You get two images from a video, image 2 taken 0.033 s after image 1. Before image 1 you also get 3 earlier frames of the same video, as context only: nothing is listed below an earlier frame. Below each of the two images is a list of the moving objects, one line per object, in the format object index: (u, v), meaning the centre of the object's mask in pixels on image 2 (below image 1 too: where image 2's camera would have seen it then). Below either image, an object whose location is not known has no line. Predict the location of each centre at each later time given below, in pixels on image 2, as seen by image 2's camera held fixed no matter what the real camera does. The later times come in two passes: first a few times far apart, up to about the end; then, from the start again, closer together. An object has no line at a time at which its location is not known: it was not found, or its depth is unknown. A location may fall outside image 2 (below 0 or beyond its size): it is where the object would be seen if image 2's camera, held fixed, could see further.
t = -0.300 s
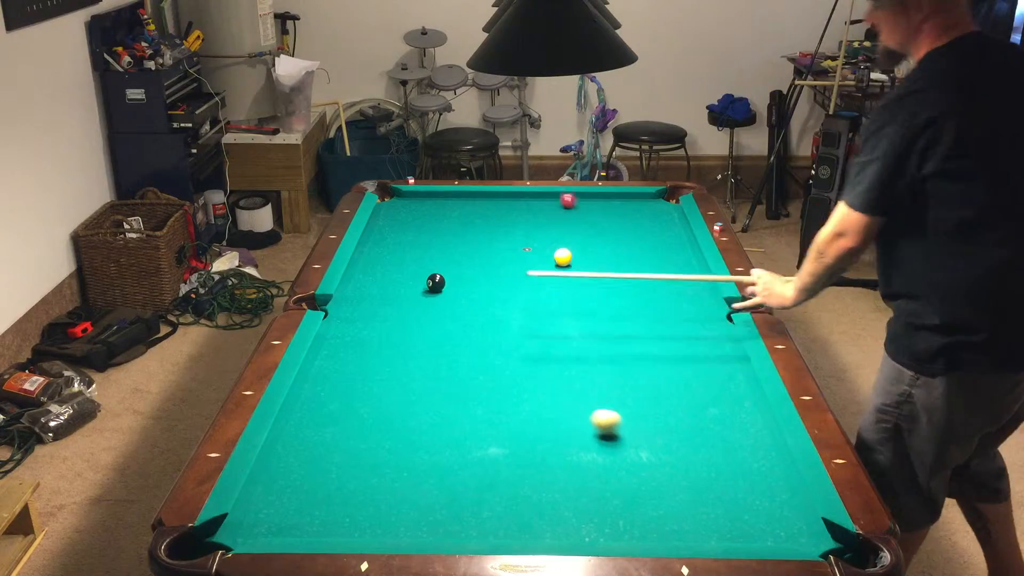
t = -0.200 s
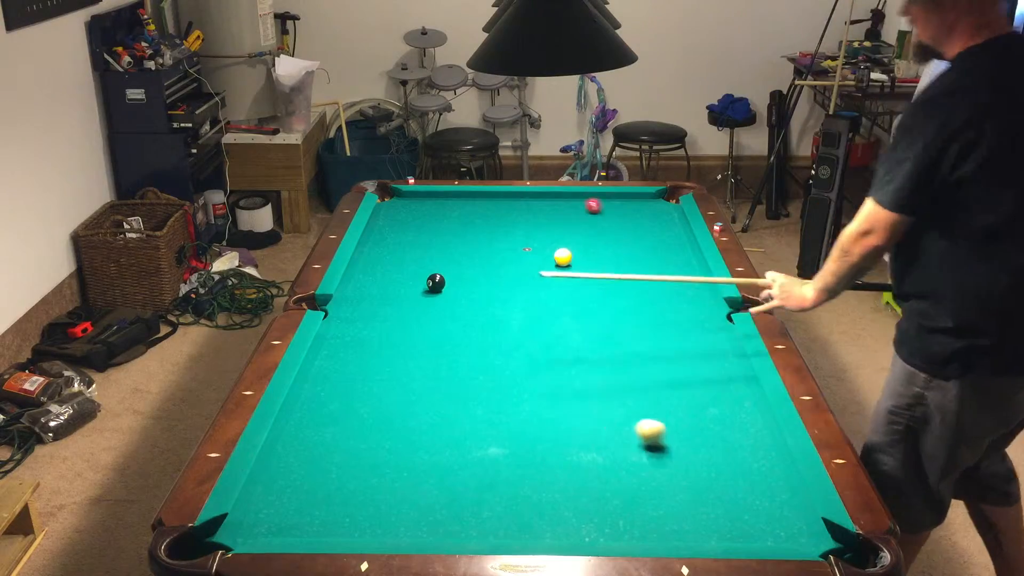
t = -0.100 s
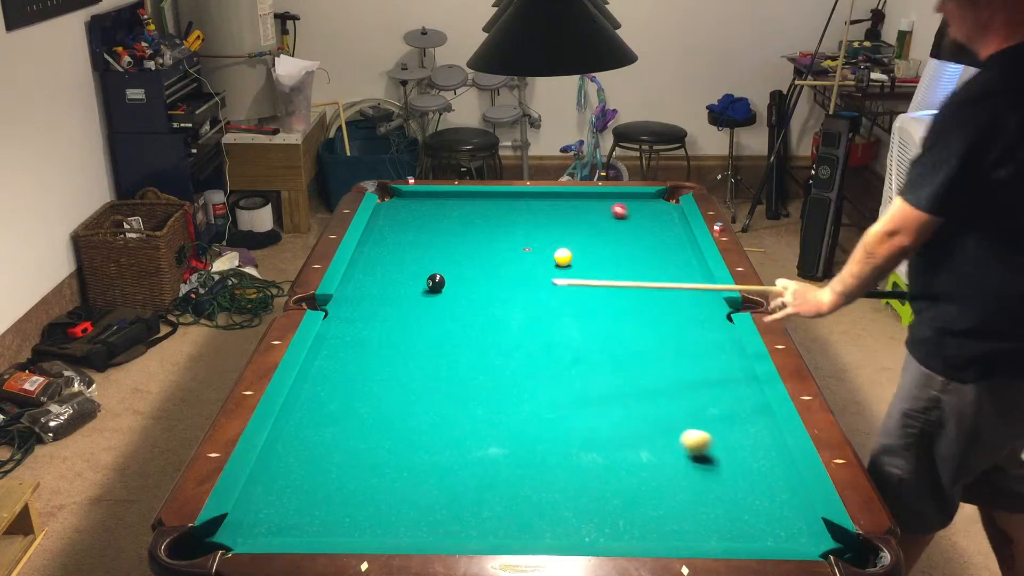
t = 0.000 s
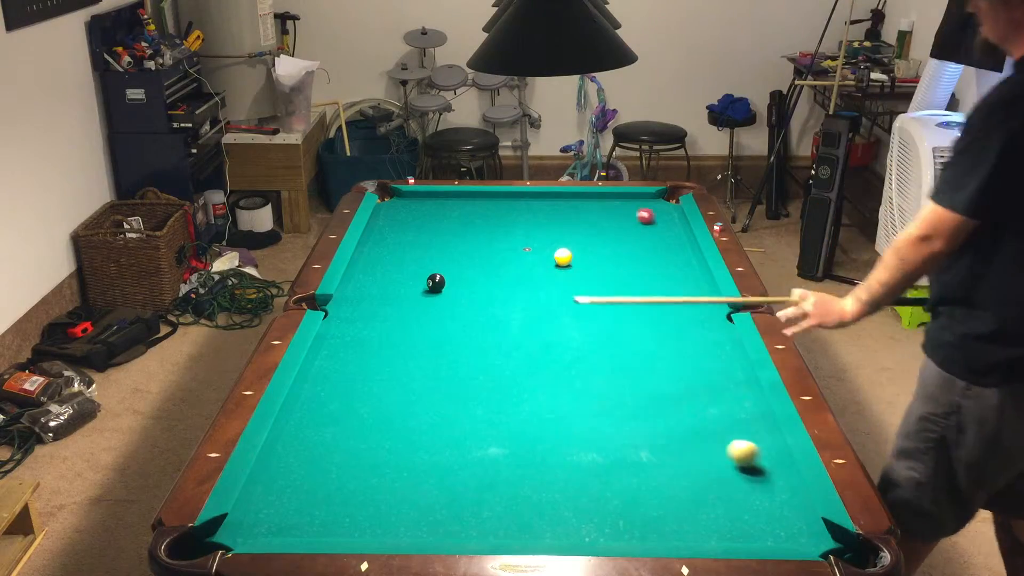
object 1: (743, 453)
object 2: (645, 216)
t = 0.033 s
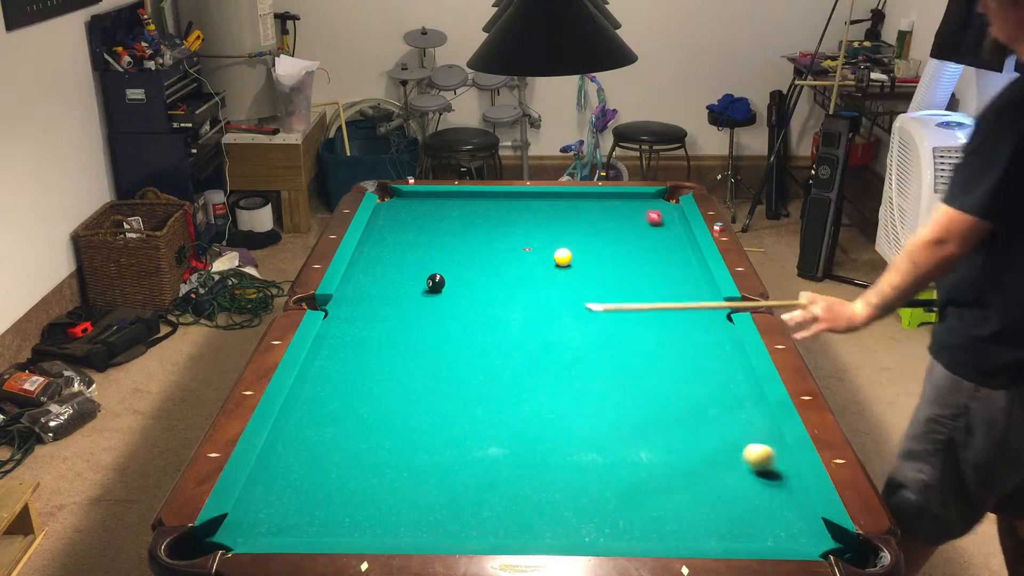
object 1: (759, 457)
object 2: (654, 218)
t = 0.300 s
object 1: (722, 481)
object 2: (658, 233)
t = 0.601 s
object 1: (641, 507)
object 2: (614, 250)
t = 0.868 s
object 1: (567, 528)
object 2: (573, 267)
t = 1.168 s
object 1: (504, 521)
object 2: (524, 286)
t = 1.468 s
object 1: (451, 505)
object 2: (473, 307)
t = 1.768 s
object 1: (405, 490)
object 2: (420, 329)
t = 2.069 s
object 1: (366, 477)
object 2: (364, 351)
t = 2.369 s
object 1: (333, 465)
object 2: (308, 376)
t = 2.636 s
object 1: (308, 456)
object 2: (328, 387)
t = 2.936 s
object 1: (284, 447)
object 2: (350, 400)
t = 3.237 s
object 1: (287, 441)
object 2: (371, 411)
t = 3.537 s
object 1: (302, 437)
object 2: (391, 421)
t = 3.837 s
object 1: (314, 434)
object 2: (410, 430)
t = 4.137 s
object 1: (322, 432)
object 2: (427, 437)
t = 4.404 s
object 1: (328, 431)
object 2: (440, 443)
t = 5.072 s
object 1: (340, 424)
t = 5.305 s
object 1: (331, 430)
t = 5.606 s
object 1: (331, 430)
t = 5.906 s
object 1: (331, 430)
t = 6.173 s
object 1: (331, 430)
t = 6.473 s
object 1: (330, 430)
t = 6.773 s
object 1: (331, 430)
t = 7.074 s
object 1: (330, 430)
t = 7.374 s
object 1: (331, 430)
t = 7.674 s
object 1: (330, 430)
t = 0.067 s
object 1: (775, 461)
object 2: (663, 220)
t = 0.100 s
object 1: (776, 464)
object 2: (672, 222)
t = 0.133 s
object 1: (767, 467)
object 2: (680, 223)
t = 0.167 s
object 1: (758, 470)
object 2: (677, 225)
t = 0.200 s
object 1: (749, 472)
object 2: (672, 227)
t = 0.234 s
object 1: (740, 475)
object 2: (668, 229)
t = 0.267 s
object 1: (731, 478)
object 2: (663, 231)
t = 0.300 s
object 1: (722, 481)
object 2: (658, 233)
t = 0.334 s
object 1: (713, 484)
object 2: (653, 235)
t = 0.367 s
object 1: (705, 487)
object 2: (648, 237)
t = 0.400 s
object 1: (696, 490)
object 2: (644, 238)
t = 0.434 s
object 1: (687, 492)
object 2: (639, 240)
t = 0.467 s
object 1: (678, 495)
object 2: (634, 242)
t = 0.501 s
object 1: (669, 498)
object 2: (629, 244)
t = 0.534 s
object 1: (660, 501)
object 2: (624, 246)
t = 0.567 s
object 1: (650, 504)
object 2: (619, 248)
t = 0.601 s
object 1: (641, 507)
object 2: (614, 250)
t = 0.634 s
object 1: (632, 510)
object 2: (609, 252)
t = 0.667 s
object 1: (623, 513)
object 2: (604, 254)
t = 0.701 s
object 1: (614, 516)
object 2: (599, 256)
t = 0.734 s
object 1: (605, 519)
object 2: (594, 258)
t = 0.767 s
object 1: (596, 522)
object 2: (589, 261)
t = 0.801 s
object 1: (586, 524)
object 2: (583, 263)
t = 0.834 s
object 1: (577, 526)
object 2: (578, 265)
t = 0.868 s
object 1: (567, 528)
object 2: (573, 267)
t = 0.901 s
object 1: (558, 530)
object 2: (567, 269)
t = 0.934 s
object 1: (549, 530)
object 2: (562, 271)
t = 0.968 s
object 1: (543, 529)
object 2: (557, 274)
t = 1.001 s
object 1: (536, 528)
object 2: (551, 276)
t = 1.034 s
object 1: (529, 527)
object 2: (546, 278)
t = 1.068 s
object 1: (523, 526)
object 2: (540, 280)
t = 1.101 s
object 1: (516, 525)
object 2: (535, 282)
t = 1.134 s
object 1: (510, 523)
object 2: (530, 284)
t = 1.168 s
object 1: (504, 521)
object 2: (524, 286)
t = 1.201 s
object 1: (497, 519)
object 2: (519, 288)
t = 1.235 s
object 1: (492, 516)
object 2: (513, 291)
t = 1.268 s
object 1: (486, 515)
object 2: (507, 293)
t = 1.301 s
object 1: (479, 513)
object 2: (502, 295)
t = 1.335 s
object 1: (474, 512)
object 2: (496, 298)
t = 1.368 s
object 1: (468, 510)
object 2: (490, 300)
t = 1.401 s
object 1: (462, 508)
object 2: (484, 302)
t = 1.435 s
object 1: (457, 506)
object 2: (479, 305)
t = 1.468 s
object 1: (451, 505)
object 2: (473, 307)
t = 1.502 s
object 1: (446, 503)
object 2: (467, 309)
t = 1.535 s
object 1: (440, 501)
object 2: (461, 312)
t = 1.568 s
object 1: (435, 500)
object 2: (456, 314)
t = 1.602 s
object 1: (430, 498)
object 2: (450, 316)
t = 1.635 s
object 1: (425, 496)
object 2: (444, 319)
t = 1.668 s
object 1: (420, 495)
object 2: (437, 321)
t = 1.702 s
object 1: (415, 493)
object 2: (431, 324)
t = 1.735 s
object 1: (410, 491)
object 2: (425, 326)
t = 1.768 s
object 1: (405, 490)
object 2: (420, 329)
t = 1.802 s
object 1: (401, 488)
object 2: (413, 331)
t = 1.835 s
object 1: (396, 487)
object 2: (407, 334)
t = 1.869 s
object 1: (392, 485)
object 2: (401, 336)
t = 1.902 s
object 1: (387, 484)
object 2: (395, 339)
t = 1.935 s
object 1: (383, 482)
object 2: (389, 341)
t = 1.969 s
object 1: (379, 481)
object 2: (383, 344)
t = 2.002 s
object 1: (374, 479)
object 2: (377, 346)
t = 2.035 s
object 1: (370, 478)
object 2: (370, 349)
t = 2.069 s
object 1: (366, 477)
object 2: (364, 351)
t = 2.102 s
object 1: (362, 475)
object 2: (357, 354)
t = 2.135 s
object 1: (358, 474)
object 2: (351, 357)
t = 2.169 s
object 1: (354, 473)
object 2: (345, 359)
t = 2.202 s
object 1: (351, 472)
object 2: (339, 362)
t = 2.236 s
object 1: (347, 470)
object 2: (332, 365)
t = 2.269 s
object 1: (343, 469)
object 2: (326, 368)
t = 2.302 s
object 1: (340, 468)
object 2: (319, 370)
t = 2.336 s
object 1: (336, 467)
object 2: (313, 373)
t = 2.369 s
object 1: (333, 465)
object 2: (308, 376)
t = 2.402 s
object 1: (330, 464)
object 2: (311, 377)
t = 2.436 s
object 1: (326, 463)
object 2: (313, 378)
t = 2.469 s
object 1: (323, 462)
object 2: (316, 380)
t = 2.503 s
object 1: (320, 460)
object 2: (318, 381)
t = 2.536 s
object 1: (317, 460)
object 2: (321, 383)
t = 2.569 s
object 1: (314, 458)
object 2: (323, 384)
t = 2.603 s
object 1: (311, 457)
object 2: (326, 386)
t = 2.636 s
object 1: (308, 456)
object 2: (328, 387)
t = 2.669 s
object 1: (305, 455)
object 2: (330, 389)
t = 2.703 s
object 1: (302, 454)
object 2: (333, 390)
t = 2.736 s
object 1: (300, 453)
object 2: (335, 391)
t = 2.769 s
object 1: (297, 452)
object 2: (338, 393)
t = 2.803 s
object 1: (294, 450)
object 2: (340, 394)
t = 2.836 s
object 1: (292, 449)
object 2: (342, 395)
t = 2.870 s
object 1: (289, 449)
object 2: (345, 397)
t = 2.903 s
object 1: (287, 448)
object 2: (347, 398)
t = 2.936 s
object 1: (284, 447)
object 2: (350, 400)
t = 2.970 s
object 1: (282, 446)
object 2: (352, 401)
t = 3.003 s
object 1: (279, 445)
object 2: (354, 402)
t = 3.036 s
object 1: (277, 444)
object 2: (357, 403)
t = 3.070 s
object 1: (278, 443)
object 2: (359, 405)
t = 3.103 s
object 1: (280, 443)
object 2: (362, 406)
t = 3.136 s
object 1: (282, 442)
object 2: (364, 407)
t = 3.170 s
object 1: (284, 441)
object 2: (366, 408)
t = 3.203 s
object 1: (286, 441)
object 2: (369, 410)
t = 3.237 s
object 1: (287, 441)
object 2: (371, 411)
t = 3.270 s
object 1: (289, 440)
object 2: (373, 412)
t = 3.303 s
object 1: (291, 440)
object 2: (376, 413)
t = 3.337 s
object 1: (292, 440)
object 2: (378, 415)
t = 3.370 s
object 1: (294, 439)
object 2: (380, 415)
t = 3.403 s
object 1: (296, 439)
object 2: (382, 416)
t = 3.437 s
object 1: (297, 438)
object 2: (384, 418)
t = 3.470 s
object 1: (299, 438)
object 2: (387, 419)
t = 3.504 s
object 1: (301, 438)
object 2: (389, 420)
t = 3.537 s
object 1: (302, 437)
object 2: (391, 421)
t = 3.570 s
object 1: (303, 437)
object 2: (393, 422)
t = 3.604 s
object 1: (305, 436)
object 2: (395, 423)
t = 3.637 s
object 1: (306, 436)
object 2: (397, 424)
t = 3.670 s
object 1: (308, 436)
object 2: (400, 425)
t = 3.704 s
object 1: (309, 435)
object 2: (401, 426)
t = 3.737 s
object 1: (310, 435)
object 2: (404, 427)
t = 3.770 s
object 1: (311, 435)
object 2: (406, 428)
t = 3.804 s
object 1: (313, 434)
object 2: (408, 429)
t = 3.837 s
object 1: (314, 434)
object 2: (410, 430)
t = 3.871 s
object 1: (315, 434)
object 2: (412, 431)
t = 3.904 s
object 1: (316, 434)
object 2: (414, 432)
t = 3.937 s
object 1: (317, 434)
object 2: (416, 433)
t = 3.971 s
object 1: (318, 433)
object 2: (417, 434)
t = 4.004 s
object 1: (319, 433)
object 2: (419, 434)
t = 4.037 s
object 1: (320, 433)
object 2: (421, 435)
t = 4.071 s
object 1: (321, 432)
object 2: (423, 436)
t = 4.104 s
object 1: (322, 432)
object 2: (425, 436)
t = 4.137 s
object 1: (322, 432)
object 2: (427, 437)
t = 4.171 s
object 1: (323, 432)
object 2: (429, 438)
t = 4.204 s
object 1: (324, 432)
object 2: (430, 439)
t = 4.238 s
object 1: (325, 432)
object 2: (432, 440)
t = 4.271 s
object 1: (325, 432)
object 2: (434, 441)
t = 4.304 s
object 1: (326, 431)
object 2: (435, 441)
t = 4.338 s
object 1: (326, 431)
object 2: (437, 442)
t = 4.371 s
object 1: (327, 431)
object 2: (439, 442)
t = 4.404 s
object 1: (328, 431)
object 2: (440, 443)
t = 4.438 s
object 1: (328, 431)
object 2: (442, 444)
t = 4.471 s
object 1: (328, 431)
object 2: (443, 445)
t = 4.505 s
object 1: (329, 430)
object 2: (445, 445)
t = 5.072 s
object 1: (340, 424)
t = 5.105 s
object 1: (331, 429)
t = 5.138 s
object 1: (331, 430)
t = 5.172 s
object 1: (331, 430)
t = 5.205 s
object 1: (331, 430)
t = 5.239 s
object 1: (331, 430)
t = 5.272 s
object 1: (330, 430)
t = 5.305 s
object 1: (331, 430)
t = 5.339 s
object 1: (330, 430)
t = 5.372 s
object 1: (331, 430)
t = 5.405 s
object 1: (330, 430)
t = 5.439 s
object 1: (330, 430)
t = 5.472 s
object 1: (331, 430)
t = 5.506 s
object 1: (331, 430)
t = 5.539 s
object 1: (331, 430)
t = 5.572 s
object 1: (331, 430)
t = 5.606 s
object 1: (331, 430)
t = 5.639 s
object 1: (331, 430)
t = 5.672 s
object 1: (331, 430)
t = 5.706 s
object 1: (331, 430)
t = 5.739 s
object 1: (331, 430)
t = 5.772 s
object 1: (331, 430)
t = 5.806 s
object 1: (331, 430)
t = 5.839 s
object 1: (331, 430)
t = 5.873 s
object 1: (331, 430)
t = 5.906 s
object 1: (331, 430)
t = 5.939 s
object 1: (330, 430)
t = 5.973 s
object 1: (331, 430)
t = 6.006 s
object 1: (331, 430)
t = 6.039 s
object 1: (331, 430)
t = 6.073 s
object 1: (331, 430)
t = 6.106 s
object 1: (331, 430)
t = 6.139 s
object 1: (331, 430)
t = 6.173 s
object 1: (331, 430)
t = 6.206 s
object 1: (331, 430)
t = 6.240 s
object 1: (330, 430)
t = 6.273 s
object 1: (330, 430)
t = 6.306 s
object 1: (331, 430)
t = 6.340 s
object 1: (331, 430)
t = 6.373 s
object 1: (331, 430)
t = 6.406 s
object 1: (331, 430)
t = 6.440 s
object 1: (331, 430)
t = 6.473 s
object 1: (330, 430)
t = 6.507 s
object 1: (330, 430)
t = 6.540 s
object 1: (330, 430)
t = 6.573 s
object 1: (330, 430)
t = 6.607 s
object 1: (330, 430)
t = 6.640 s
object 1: (331, 430)
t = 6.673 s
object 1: (331, 430)
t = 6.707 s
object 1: (330, 430)
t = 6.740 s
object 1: (331, 430)
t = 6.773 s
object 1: (331, 430)
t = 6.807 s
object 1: (331, 430)
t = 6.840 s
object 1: (330, 430)
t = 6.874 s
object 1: (331, 430)
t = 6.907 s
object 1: (331, 430)
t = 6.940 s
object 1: (330, 430)
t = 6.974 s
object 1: (331, 430)
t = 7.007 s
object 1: (330, 430)
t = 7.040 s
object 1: (330, 430)
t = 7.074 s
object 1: (330, 430)
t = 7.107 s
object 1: (330, 430)
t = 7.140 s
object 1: (330, 430)
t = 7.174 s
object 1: (331, 430)
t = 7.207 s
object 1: (331, 430)
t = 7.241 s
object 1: (331, 430)
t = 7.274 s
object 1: (331, 430)
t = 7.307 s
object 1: (331, 430)
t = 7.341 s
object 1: (331, 430)
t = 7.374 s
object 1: (331, 430)
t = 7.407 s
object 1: (331, 430)
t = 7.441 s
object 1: (331, 430)
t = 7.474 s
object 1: (331, 430)
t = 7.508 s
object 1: (331, 430)
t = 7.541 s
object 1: (331, 430)
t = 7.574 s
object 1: (331, 430)
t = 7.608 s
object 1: (331, 430)
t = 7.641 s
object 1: (330, 430)
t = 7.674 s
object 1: (330, 430)
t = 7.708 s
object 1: (330, 430)
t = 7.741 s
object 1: (330, 430)
